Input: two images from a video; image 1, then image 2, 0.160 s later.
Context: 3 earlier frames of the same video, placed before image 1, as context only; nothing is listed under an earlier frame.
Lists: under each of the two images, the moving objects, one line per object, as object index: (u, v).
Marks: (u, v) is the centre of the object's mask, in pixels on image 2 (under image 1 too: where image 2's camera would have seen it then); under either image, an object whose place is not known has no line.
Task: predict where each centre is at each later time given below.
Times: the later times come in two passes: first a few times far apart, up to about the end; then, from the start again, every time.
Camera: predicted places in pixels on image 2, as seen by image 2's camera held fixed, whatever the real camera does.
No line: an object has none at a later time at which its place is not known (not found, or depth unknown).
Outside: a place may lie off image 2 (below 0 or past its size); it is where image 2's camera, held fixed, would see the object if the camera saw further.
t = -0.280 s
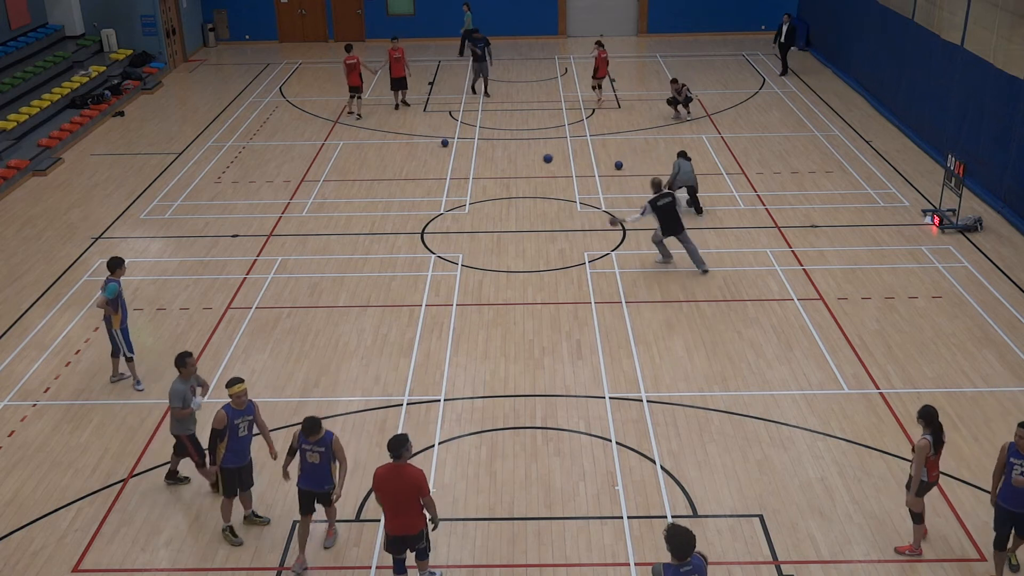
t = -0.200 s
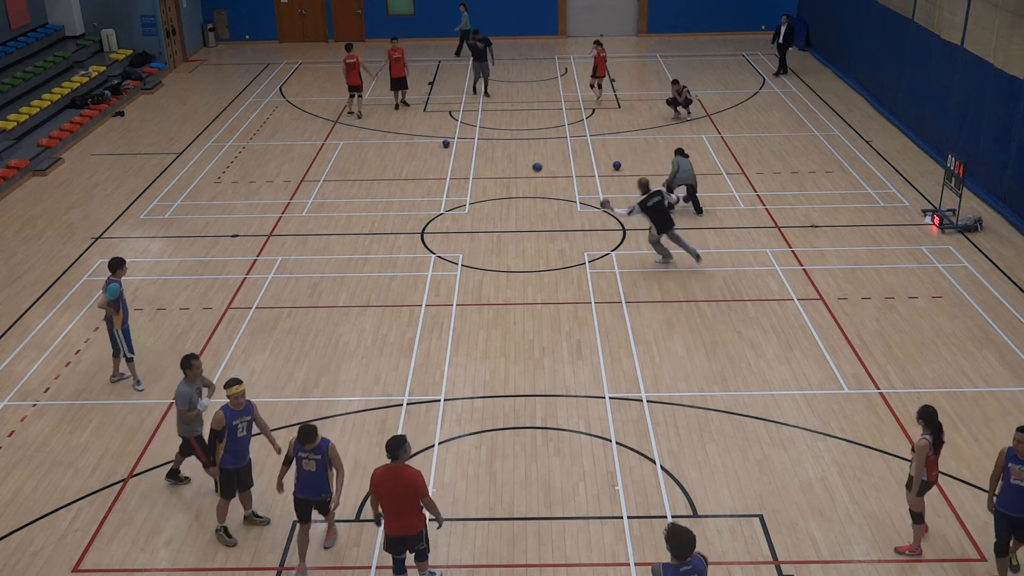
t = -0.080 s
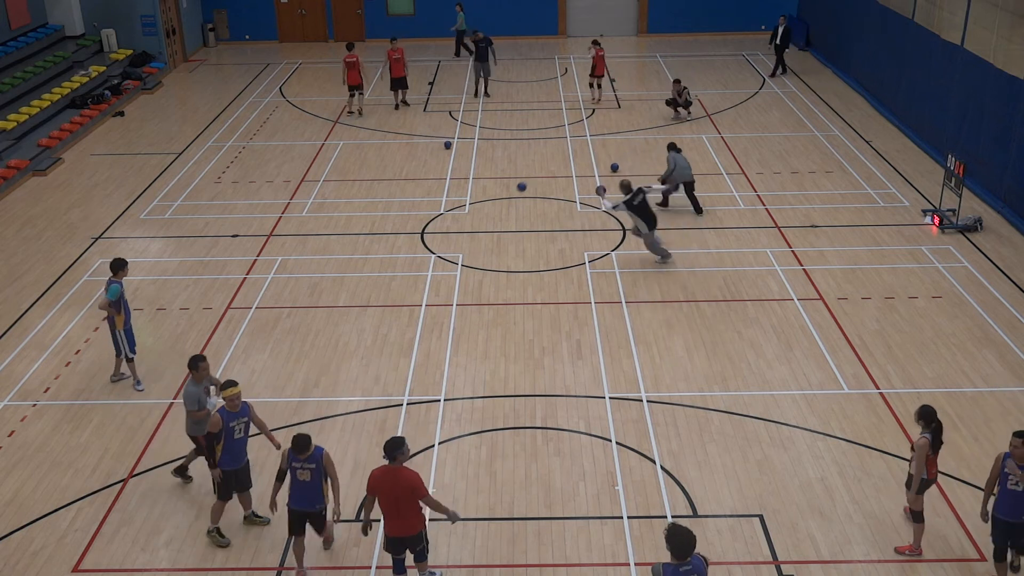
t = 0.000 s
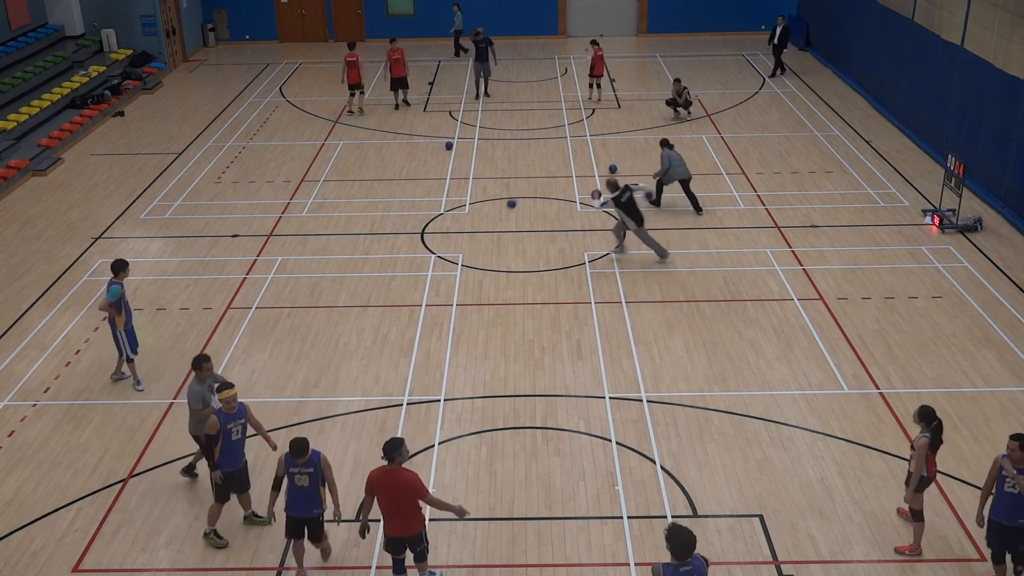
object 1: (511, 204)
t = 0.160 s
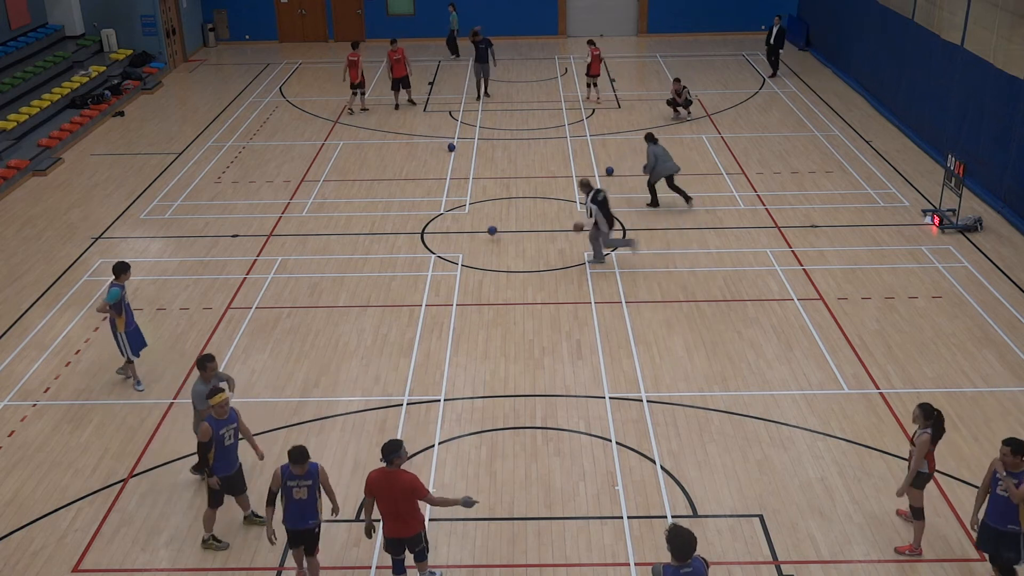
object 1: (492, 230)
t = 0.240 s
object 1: (483, 224)
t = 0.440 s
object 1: (460, 224)
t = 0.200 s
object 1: (487, 227)
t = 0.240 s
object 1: (483, 224)
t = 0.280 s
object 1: (478, 223)
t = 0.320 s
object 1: (474, 221)
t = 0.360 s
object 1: (469, 221)
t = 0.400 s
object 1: (464, 222)
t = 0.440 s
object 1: (460, 224)
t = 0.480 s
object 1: (455, 226)
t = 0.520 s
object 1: (451, 229)
